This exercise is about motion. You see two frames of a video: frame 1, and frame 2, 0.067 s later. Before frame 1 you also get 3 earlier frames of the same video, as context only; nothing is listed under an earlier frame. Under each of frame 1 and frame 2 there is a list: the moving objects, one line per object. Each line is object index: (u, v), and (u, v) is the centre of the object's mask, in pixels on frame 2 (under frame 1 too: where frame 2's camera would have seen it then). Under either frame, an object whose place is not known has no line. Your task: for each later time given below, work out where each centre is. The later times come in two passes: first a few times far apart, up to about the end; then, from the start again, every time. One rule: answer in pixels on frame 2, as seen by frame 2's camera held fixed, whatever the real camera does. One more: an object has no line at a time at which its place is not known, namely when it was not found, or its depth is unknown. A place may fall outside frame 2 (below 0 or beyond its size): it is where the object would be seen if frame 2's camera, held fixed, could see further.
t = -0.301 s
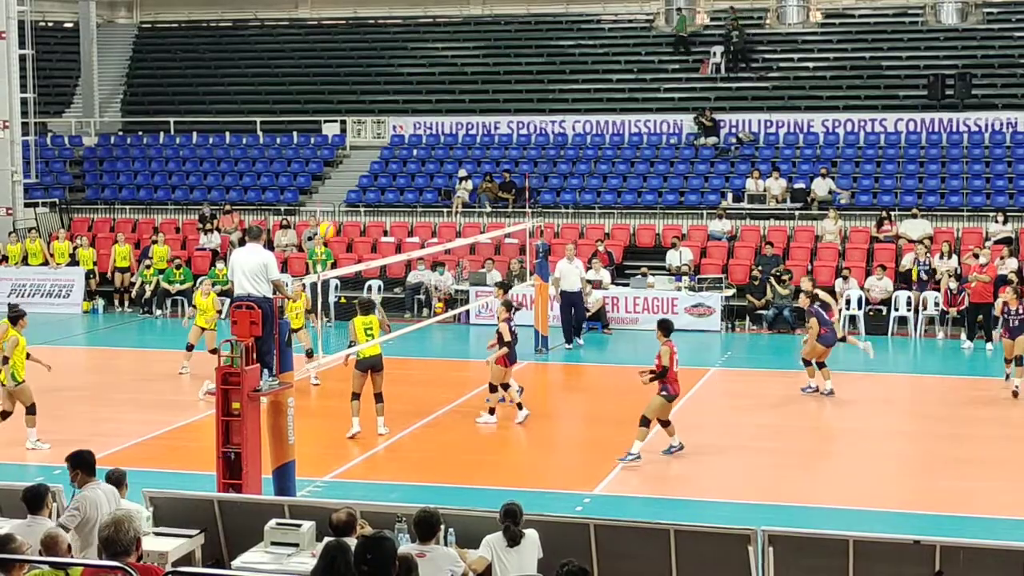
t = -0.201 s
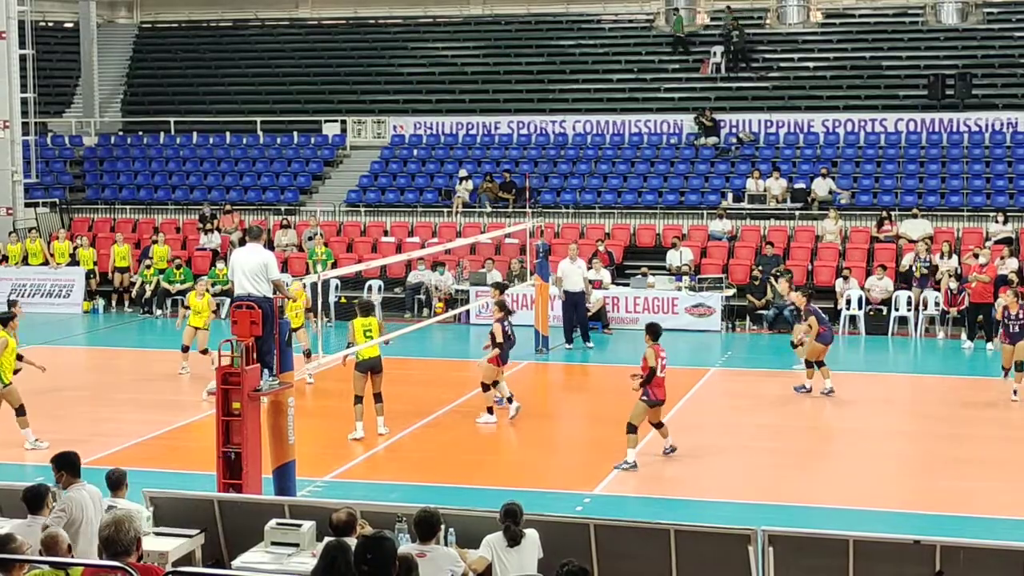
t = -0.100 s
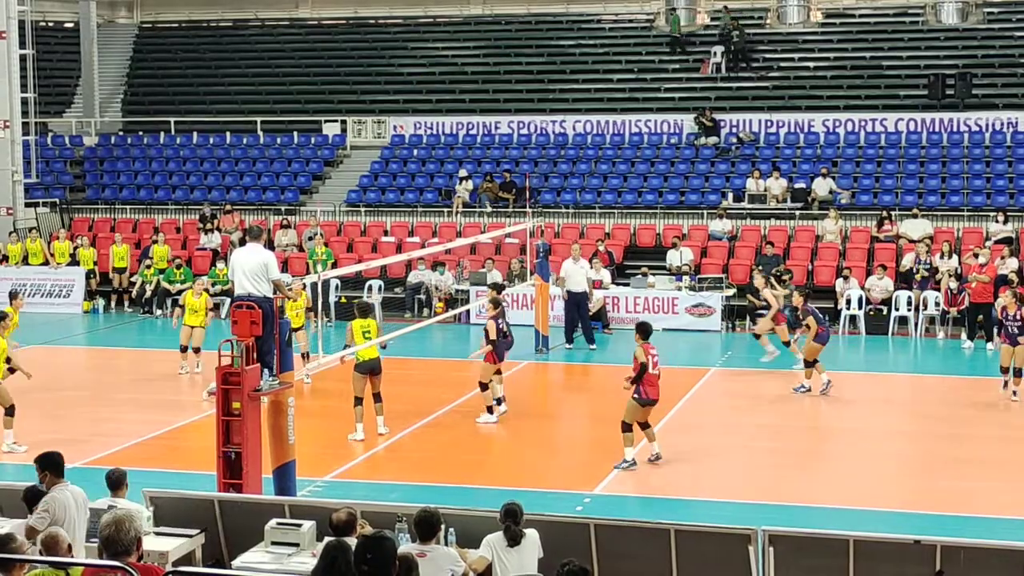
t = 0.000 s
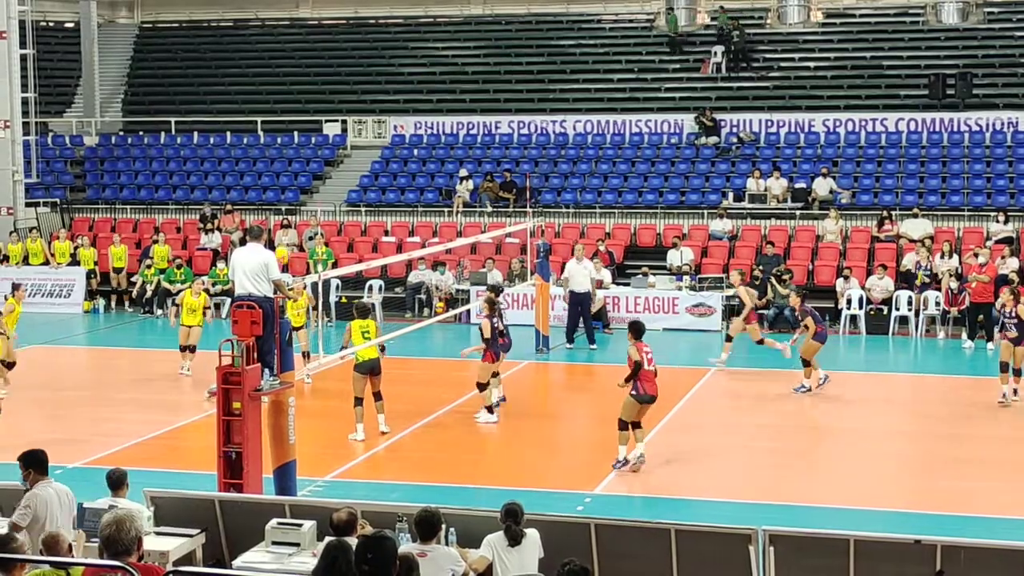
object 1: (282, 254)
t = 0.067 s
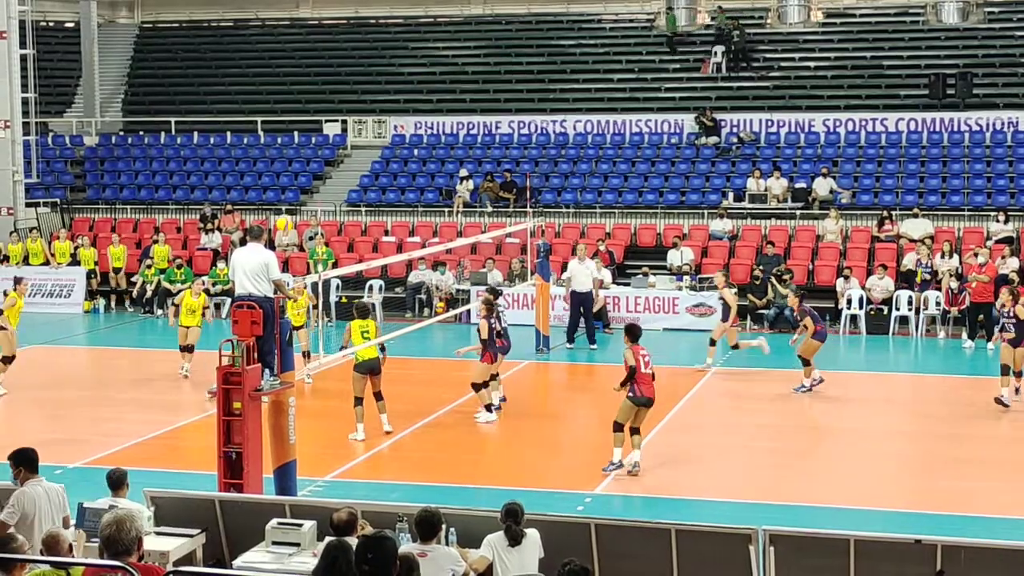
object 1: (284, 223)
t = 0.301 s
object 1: (289, 139)
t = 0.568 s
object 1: (296, 90)
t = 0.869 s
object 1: (304, 98)
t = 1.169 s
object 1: (314, 173)
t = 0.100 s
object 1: (285, 209)
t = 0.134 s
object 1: (286, 196)
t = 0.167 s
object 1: (286, 182)
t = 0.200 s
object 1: (287, 170)
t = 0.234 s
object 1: (288, 159)
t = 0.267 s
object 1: (289, 149)
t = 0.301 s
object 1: (289, 139)
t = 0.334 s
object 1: (290, 131)
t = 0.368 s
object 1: (291, 122)
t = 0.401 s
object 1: (291, 115)
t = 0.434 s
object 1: (293, 108)
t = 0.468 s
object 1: (294, 103)
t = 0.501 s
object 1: (294, 98)
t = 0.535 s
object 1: (295, 94)
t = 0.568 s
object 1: (296, 90)
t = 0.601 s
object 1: (297, 87)
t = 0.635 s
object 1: (297, 86)
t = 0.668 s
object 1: (298, 85)
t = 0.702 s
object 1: (299, 85)
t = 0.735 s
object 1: (300, 86)
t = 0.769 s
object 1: (301, 87)
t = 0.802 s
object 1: (302, 90)
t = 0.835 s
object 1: (303, 93)
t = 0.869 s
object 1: (304, 98)
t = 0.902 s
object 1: (305, 103)
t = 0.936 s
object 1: (306, 108)
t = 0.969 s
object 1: (307, 115)
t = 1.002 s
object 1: (308, 123)
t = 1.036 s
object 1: (309, 131)
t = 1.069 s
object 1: (310, 140)
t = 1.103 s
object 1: (311, 150)
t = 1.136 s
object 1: (312, 161)
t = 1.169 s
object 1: (314, 173)
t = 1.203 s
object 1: (315, 185)
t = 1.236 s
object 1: (316, 197)
